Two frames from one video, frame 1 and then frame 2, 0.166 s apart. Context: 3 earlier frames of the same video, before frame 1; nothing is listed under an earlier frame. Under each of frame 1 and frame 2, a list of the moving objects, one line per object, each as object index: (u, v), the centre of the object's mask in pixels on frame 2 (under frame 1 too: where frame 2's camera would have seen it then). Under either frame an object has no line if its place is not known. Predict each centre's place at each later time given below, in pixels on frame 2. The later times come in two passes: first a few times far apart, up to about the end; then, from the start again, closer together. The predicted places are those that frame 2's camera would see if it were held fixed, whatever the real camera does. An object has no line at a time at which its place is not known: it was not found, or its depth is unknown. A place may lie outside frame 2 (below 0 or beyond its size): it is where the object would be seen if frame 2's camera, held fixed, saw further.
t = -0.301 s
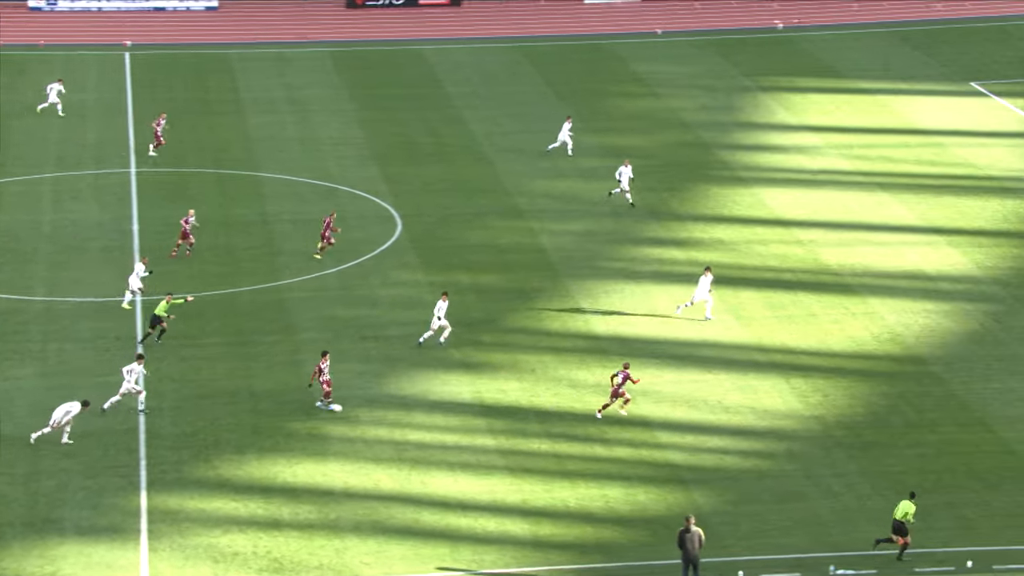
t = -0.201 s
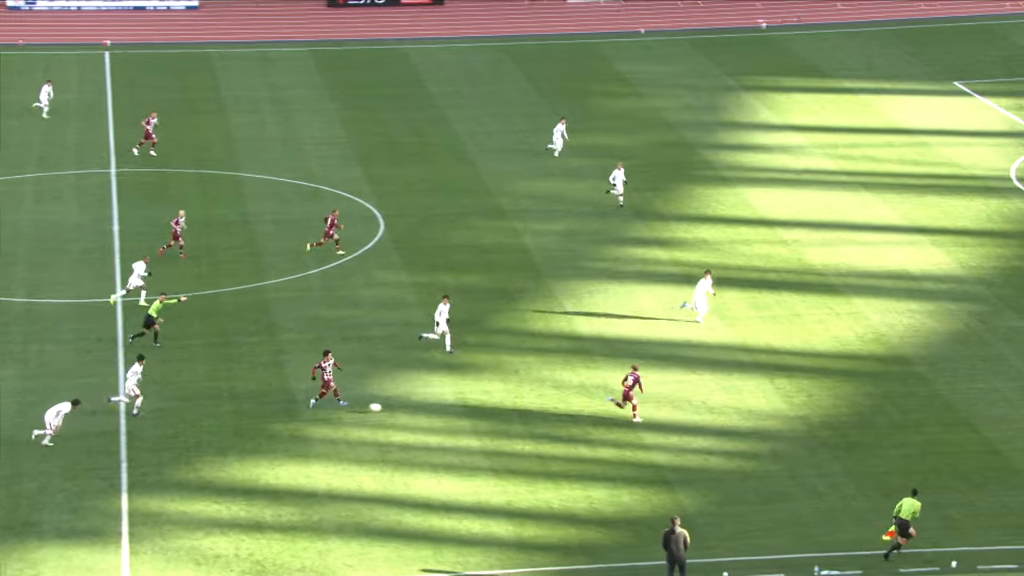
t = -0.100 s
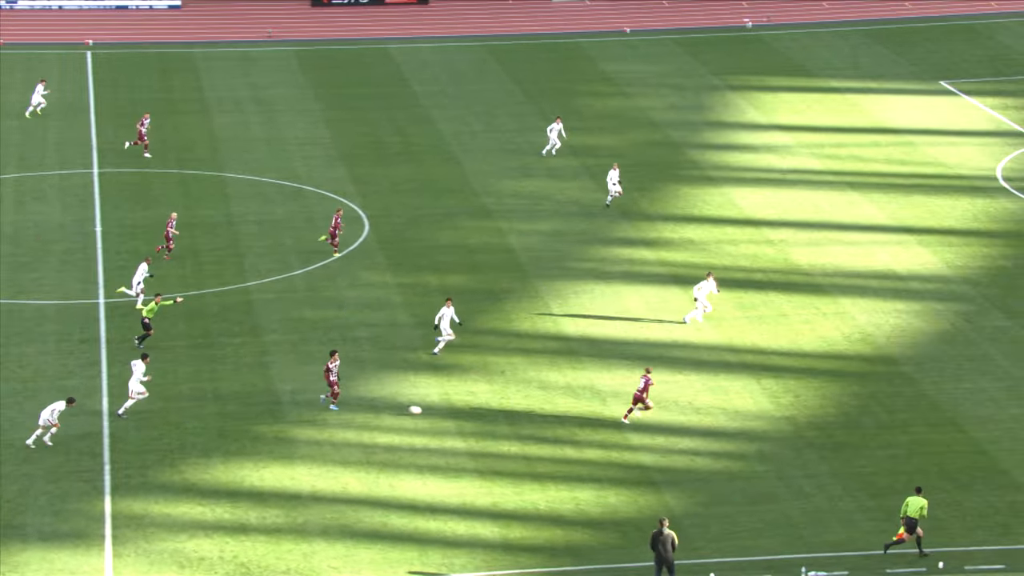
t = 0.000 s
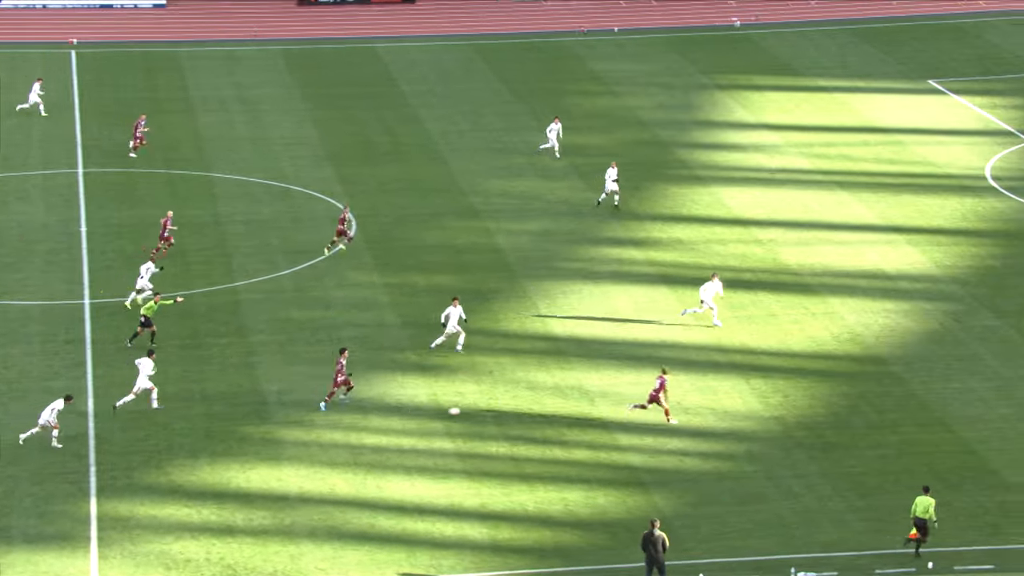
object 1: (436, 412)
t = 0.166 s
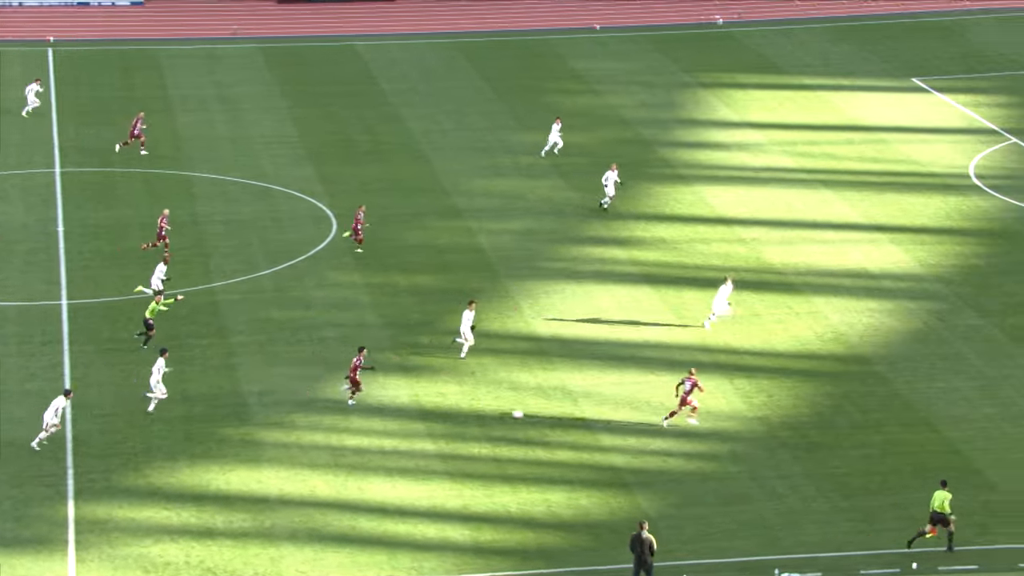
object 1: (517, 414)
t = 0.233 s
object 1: (546, 413)
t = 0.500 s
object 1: (656, 415)
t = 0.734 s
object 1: (736, 415)
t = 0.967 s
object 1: (804, 414)
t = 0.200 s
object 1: (532, 413)
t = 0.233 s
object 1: (546, 413)
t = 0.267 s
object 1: (560, 413)
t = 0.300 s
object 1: (574, 413)
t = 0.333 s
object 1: (589, 414)
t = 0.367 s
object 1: (603, 414)
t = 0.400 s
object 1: (615, 414)
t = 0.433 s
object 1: (630, 414)
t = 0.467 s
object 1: (643, 415)
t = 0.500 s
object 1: (656, 415)
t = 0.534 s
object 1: (668, 415)
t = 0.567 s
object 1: (680, 415)
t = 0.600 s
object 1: (692, 414)
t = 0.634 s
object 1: (702, 414)
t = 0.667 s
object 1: (714, 414)
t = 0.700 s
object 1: (725, 414)
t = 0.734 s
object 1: (736, 415)
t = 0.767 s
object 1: (746, 415)
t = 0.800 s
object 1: (756, 414)
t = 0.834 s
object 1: (766, 414)
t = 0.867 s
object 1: (775, 413)
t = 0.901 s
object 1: (785, 414)
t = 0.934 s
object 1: (794, 414)
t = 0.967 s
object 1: (804, 414)
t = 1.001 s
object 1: (813, 414)
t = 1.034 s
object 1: (822, 413)
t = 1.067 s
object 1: (831, 413)
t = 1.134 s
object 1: (849, 414)
